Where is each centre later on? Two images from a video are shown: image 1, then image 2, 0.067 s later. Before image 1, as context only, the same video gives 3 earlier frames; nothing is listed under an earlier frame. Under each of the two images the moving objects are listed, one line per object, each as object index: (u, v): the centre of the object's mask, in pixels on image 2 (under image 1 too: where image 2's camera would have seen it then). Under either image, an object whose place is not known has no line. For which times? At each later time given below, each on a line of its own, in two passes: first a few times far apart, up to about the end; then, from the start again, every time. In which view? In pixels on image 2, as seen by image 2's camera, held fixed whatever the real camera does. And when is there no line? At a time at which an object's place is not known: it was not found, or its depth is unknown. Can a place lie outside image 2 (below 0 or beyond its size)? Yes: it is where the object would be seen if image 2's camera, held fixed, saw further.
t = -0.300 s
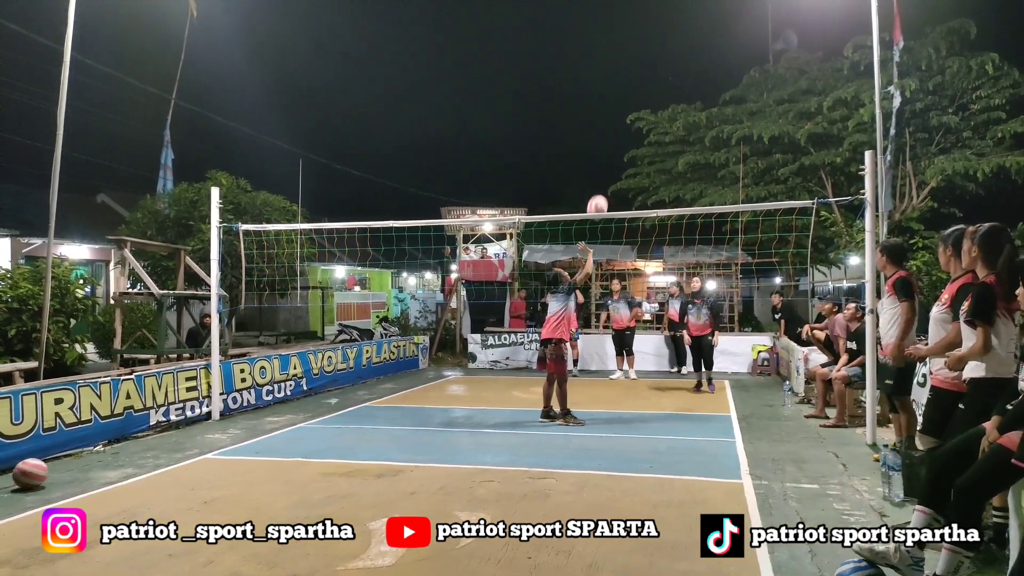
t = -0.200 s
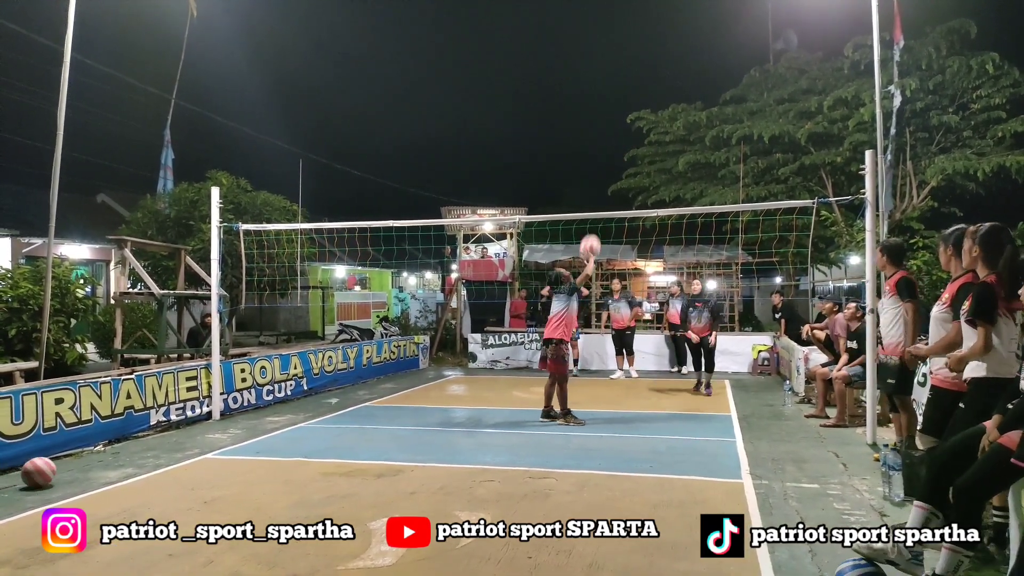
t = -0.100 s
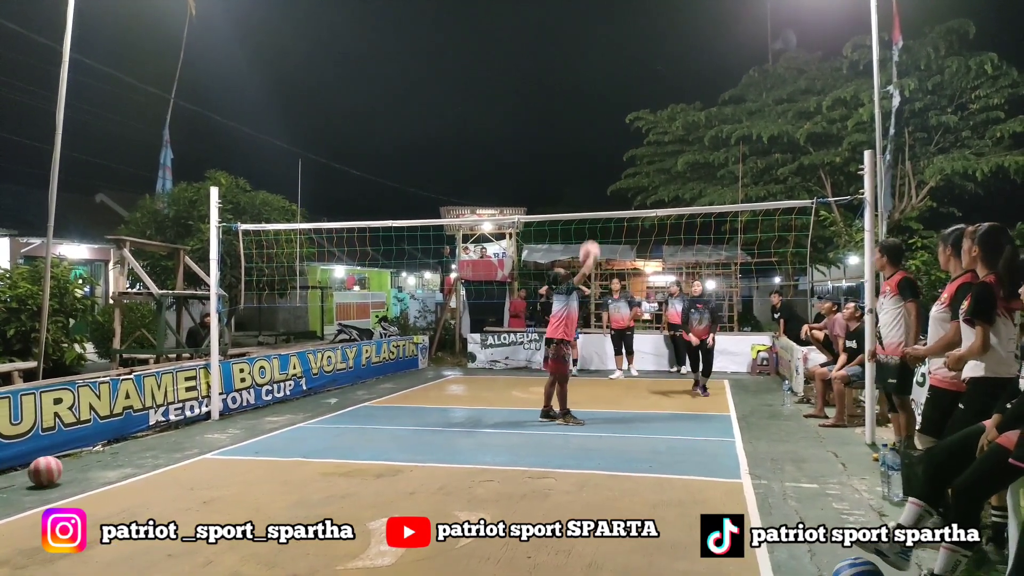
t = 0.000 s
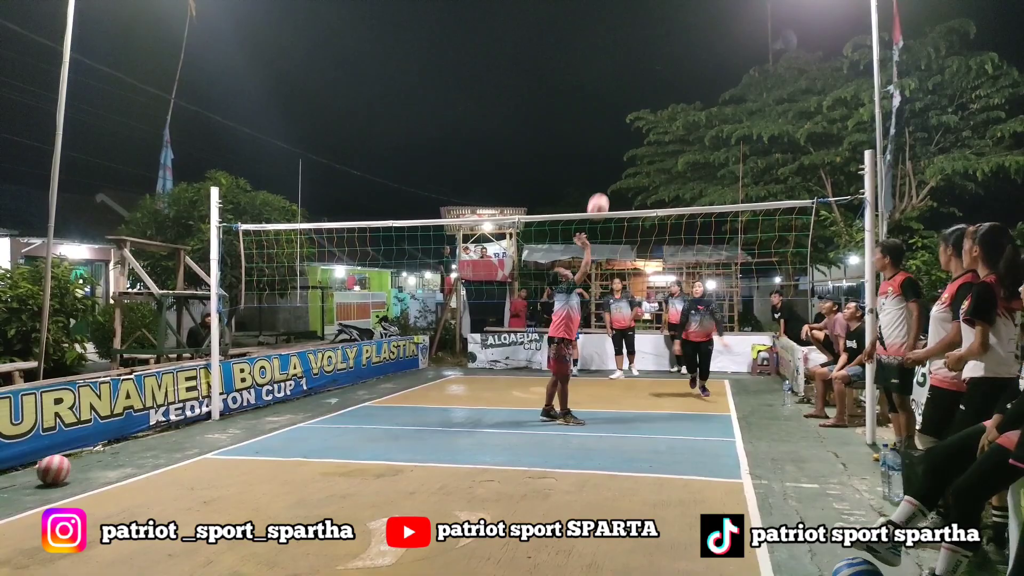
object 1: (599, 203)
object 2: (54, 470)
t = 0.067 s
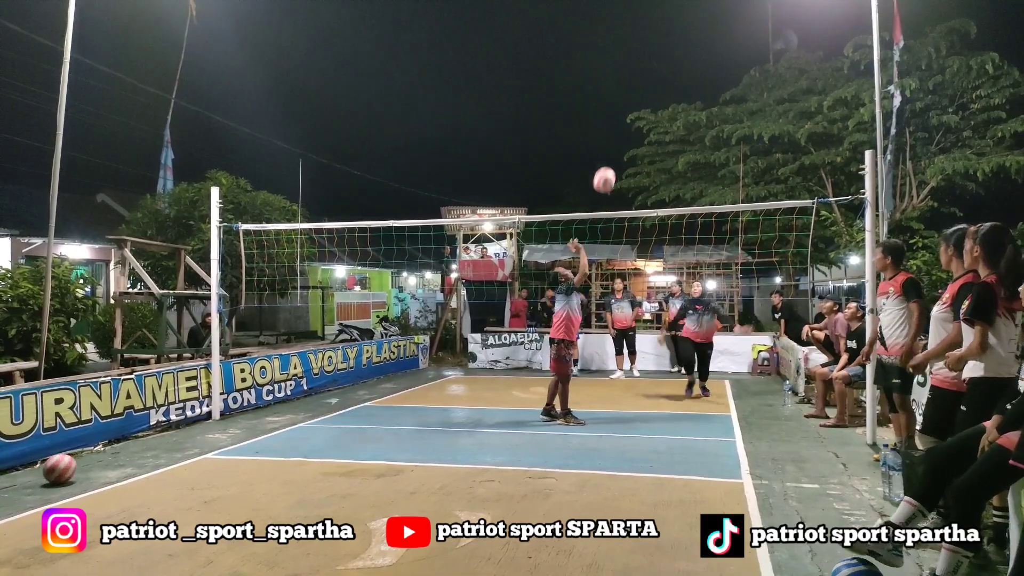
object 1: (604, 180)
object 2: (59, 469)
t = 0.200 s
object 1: (616, 139)
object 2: (70, 468)
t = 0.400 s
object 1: (635, 110)
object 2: (85, 466)
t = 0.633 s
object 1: (657, 123)
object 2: (103, 465)
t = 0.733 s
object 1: (667, 145)
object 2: (111, 464)
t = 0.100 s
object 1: (607, 168)
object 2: (62, 469)
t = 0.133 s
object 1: (610, 157)
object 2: (65, 468)
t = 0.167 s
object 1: (613, 148)
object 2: (68, 468)
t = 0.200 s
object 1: (616, 139)
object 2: (70, 468)
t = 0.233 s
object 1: (619, 132)
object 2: (72, 467)
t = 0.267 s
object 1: (622, 125)
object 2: (75, 467)
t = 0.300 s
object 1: (625, 120)
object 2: (78, 467)
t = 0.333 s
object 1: (629, 115)
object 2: (80, 467)
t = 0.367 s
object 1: (632, 112)
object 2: (83, 466)
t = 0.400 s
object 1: (635, 110)
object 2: (85, 466)
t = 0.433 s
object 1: (638, 109)
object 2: (88, 466)
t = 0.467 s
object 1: (641, 108)
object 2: (90, 466)
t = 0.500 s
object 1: (644, 109)
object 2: (93, 465)
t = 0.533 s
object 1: (647, 111)
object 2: (95, 465)
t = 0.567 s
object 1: (651, 114)
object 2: (98, 465)
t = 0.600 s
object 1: (654, 118)
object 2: (100, 465)
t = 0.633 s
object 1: (657, 123)
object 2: (103, 465)
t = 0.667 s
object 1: (660, 130)
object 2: (106, 465)
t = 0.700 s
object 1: (663, 137)
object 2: (108, 464)
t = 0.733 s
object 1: (667, 145)
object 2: (111, 464)
